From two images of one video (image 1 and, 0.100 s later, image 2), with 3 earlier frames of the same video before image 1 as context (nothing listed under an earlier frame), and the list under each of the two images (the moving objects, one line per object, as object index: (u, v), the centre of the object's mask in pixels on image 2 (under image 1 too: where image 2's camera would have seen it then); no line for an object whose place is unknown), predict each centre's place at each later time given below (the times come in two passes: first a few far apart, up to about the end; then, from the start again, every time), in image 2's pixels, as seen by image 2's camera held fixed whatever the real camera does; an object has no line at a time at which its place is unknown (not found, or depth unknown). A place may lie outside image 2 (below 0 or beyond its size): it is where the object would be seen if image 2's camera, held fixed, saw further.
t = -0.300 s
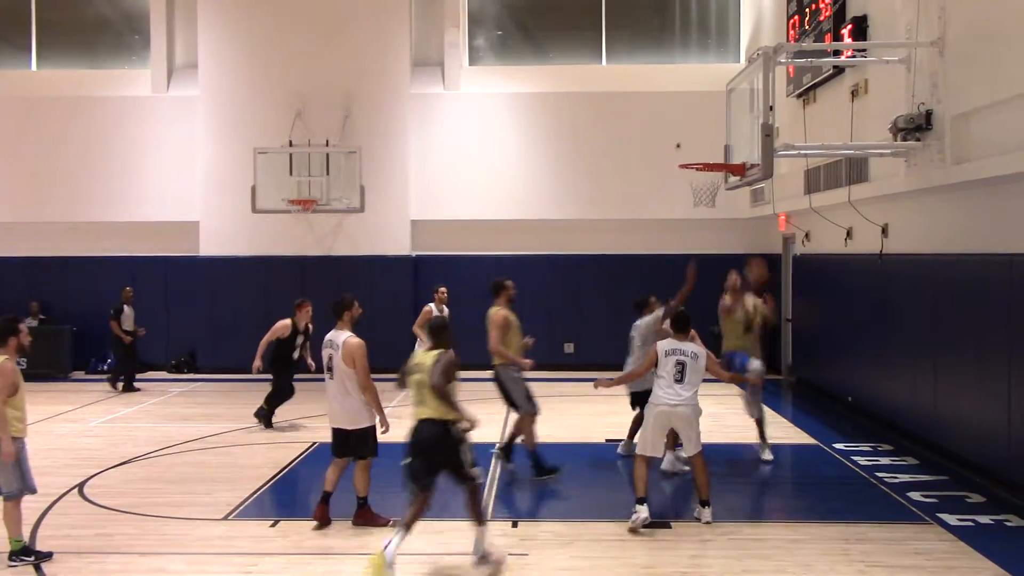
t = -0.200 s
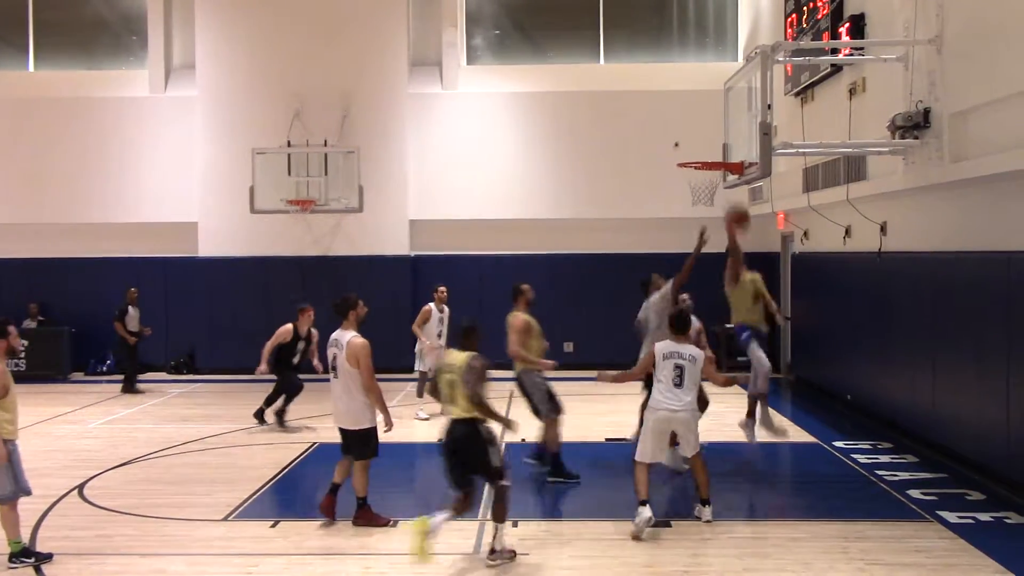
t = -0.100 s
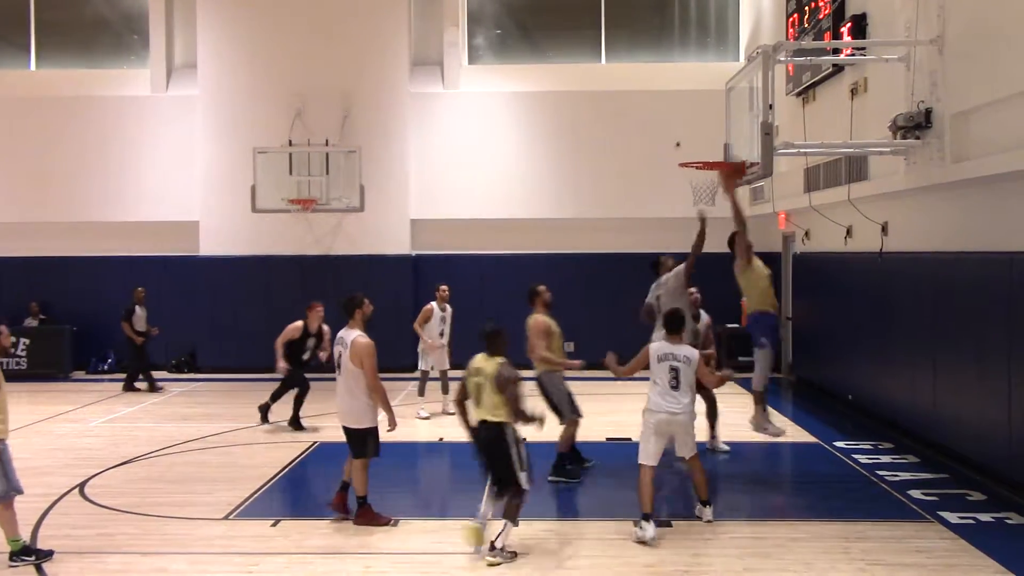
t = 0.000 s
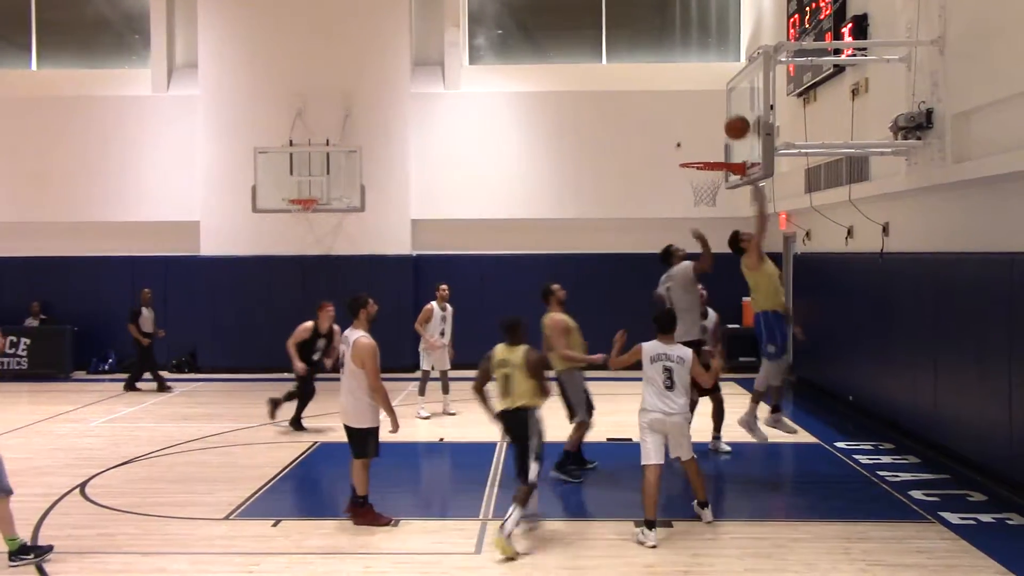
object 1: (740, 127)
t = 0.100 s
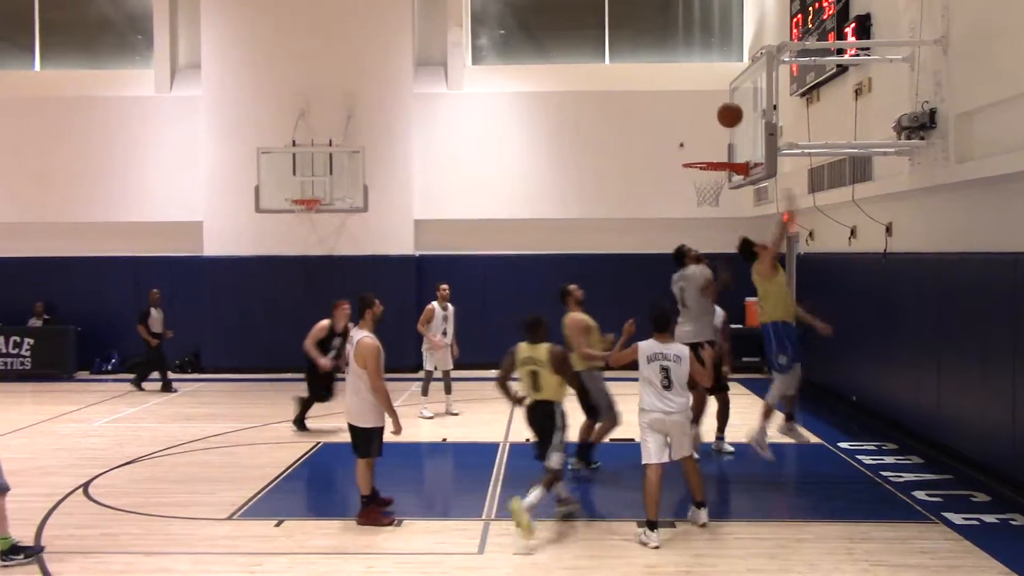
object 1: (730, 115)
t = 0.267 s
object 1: (713, 117)
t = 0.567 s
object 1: (715, 171)
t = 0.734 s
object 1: (708, 198)
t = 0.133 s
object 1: (726, 113)
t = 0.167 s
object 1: (722, 112)
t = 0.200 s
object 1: (719, 112)
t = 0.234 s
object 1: (716, 114)
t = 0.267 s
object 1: (713, 117)
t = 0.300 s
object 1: (709, 120)
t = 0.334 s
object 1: (706, 125)
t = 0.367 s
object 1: (702, 131)
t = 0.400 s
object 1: (700, 138)
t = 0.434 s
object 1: (696, 146)
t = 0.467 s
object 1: (694, 153)
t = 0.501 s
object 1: (698, 159)
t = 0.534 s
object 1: (706, 164)
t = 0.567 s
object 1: (715, 171)
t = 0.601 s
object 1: (720, 176)
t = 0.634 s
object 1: (718, 179)
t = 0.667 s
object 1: (714, 185)
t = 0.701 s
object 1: (711, 191)
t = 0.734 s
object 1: (708, 198)
